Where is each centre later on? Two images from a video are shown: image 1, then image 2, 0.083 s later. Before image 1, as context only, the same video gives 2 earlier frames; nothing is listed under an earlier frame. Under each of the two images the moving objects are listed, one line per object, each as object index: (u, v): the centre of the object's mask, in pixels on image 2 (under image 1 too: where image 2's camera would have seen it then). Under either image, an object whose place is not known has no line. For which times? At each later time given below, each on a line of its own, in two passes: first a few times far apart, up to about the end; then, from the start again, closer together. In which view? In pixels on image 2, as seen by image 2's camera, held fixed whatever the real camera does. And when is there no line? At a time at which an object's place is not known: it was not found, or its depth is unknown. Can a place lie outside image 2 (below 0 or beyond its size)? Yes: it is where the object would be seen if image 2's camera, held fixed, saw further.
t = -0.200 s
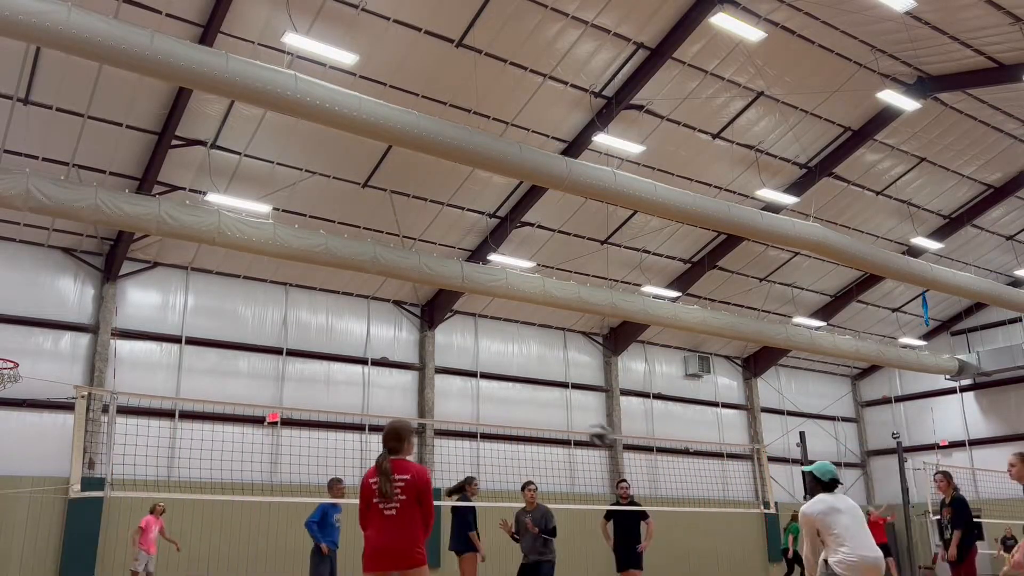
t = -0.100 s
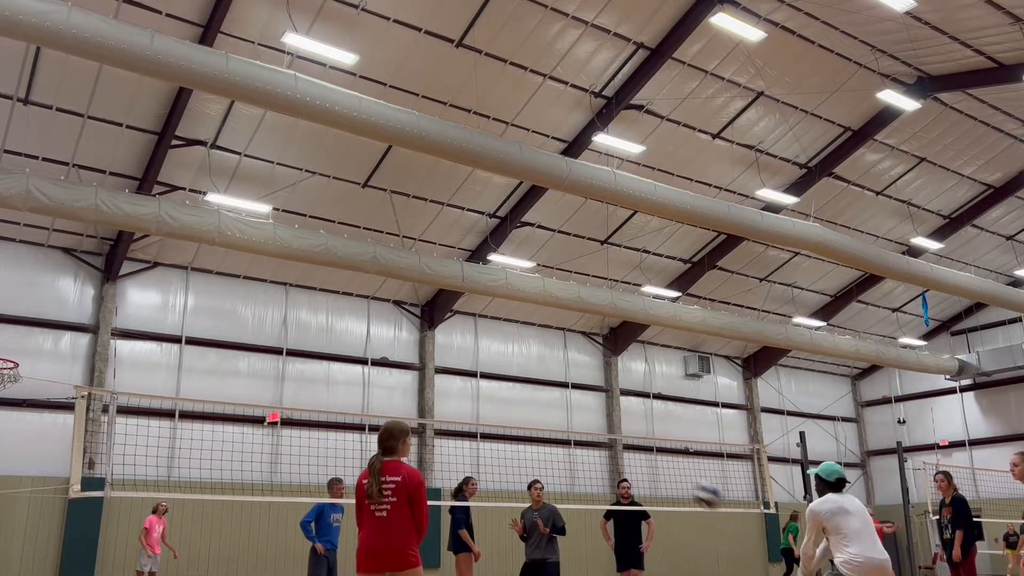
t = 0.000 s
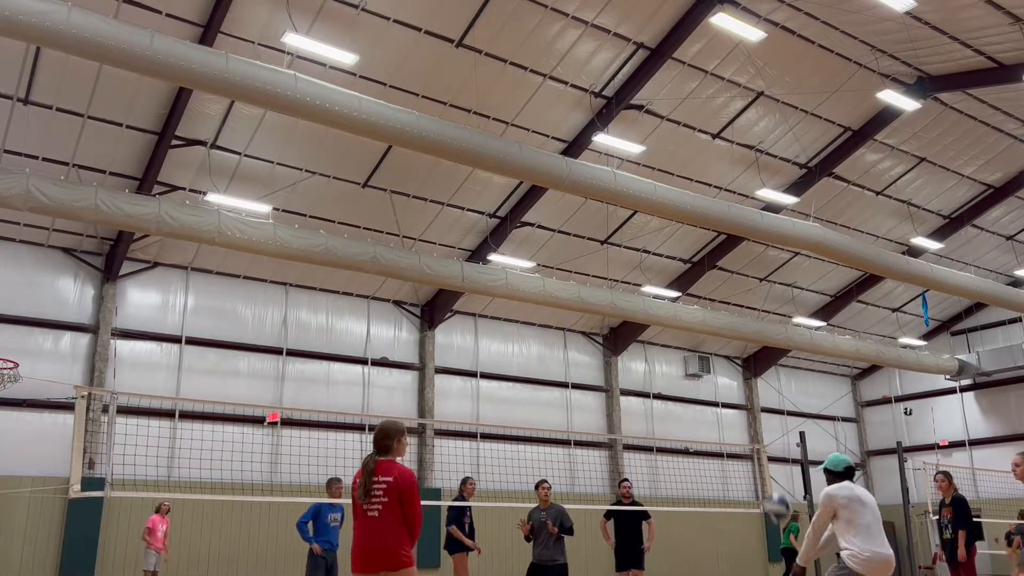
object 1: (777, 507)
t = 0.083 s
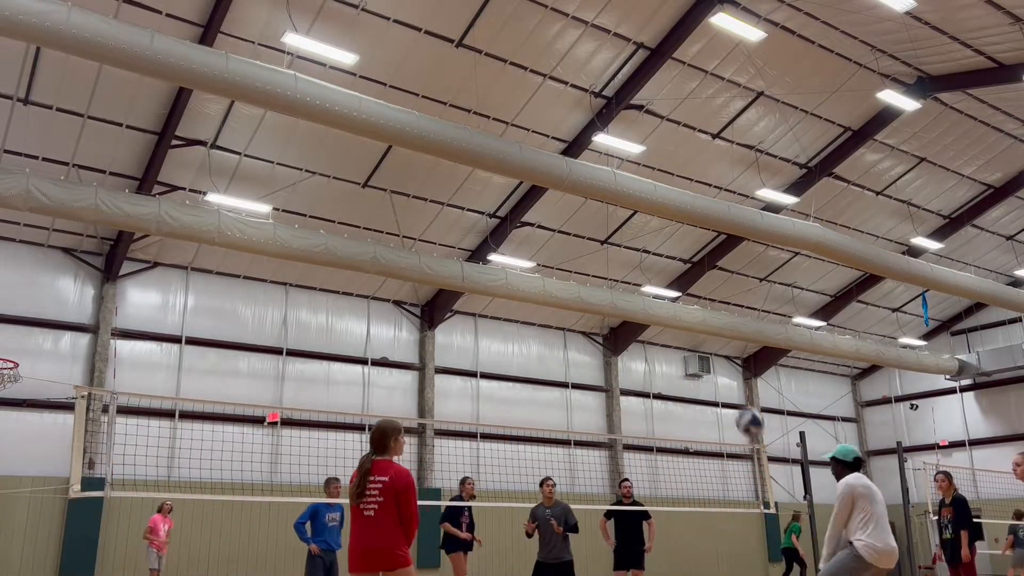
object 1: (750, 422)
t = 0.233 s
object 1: (709, 304)
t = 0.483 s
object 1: (659, 186)
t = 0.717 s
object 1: (622, 141)
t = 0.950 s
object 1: (591, 152)
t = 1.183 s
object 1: (562, 213)
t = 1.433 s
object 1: (532, 342)
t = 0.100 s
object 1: (744, 406)
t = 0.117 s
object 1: (739, 391)
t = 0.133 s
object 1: (735, 377)
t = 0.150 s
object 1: (730, 364)
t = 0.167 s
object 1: (726, 351)
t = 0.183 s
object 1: (721, 338)
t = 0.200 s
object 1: (718, 327)
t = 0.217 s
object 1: (713, 316)
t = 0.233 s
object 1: (709, 304)
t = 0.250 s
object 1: (705, 294)
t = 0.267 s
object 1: (700, 283)
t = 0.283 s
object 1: (696, 273)
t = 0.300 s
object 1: (695, 264)
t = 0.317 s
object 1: (692, 257)
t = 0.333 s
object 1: (687, 247)
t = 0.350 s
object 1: (685, 238)
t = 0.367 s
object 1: (680, 230)
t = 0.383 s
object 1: (677, 223)
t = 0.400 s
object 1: (674, 216)
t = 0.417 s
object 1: (671, 209)
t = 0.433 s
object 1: (668, 203)
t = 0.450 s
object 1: (665, 197)
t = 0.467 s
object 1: (662, 192)
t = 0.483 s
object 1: (659, 186)
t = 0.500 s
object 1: (656, 181)
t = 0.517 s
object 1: (653, 176)
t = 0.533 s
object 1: (651, 171)
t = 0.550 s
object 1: (648, 167)
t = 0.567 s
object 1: (645, 163)
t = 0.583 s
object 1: (643, 160)
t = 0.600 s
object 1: (640, 157)
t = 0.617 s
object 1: (637, 153)
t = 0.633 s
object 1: (634, 151)
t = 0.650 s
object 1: (632, 149)
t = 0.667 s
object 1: (630, 146)
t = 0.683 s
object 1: (628, 144)
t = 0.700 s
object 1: (625, 143)
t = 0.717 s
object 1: (622, 141)
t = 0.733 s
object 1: (620, 140)
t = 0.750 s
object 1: (617, 140)
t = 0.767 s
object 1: (615, 139)
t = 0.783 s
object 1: (613, 139)
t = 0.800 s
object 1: (610, 139)
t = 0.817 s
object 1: (608, 139)
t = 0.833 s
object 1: (606, 140)
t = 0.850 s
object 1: (603, 140)
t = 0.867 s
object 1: (601, 141)
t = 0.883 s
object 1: (599, 143)
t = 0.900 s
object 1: (597, 144)
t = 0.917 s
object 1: (595, 146)
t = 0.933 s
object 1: (593, 148)
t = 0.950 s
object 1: (591, 152)
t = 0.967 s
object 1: (588, 154)
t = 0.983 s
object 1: (586, 156)
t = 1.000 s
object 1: (584, 160)
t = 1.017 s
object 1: (583, 163)
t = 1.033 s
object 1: (580, 167)
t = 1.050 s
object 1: (579, 171)
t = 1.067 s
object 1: (577, 176)
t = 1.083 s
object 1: (574, 180)
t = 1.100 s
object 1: (572, 184)
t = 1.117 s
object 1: (570, 189)
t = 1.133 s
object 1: (568, 195)
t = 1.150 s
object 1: (567, 201)
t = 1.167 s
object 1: (563, 206)
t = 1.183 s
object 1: (562, 213)
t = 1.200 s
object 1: (560, 220)
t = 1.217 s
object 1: (558, 226)
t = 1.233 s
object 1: (556, 233)
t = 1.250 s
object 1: (553, 241)
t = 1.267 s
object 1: (552, 249)
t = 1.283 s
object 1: (550, 256)
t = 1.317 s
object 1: (546, 273)
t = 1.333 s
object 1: (544, 283)
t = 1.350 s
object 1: (543, 290)
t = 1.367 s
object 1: (540, 300)
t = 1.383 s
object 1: (538, 309)
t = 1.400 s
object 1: (536, 319)
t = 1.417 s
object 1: (534, 330)
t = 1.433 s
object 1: (532, 342)
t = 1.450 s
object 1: (529, 353)
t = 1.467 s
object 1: (527, 364)
